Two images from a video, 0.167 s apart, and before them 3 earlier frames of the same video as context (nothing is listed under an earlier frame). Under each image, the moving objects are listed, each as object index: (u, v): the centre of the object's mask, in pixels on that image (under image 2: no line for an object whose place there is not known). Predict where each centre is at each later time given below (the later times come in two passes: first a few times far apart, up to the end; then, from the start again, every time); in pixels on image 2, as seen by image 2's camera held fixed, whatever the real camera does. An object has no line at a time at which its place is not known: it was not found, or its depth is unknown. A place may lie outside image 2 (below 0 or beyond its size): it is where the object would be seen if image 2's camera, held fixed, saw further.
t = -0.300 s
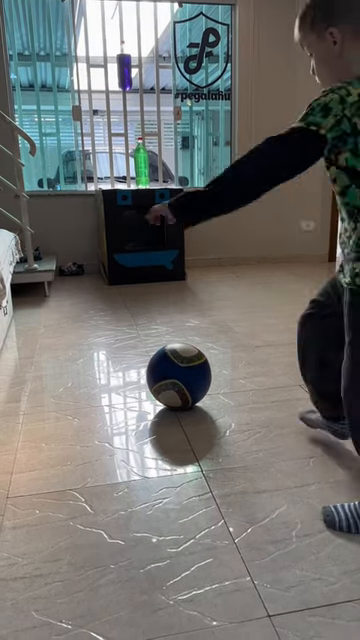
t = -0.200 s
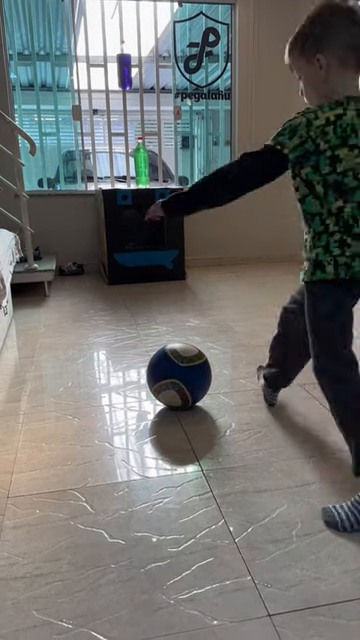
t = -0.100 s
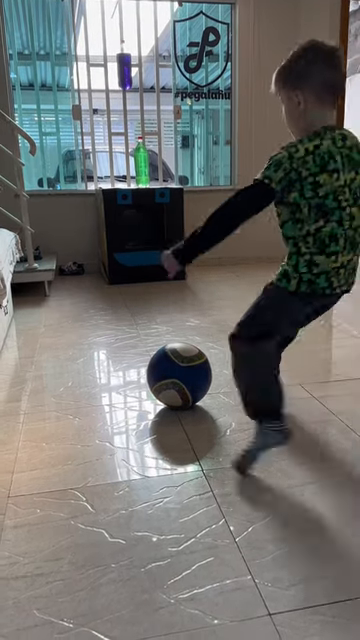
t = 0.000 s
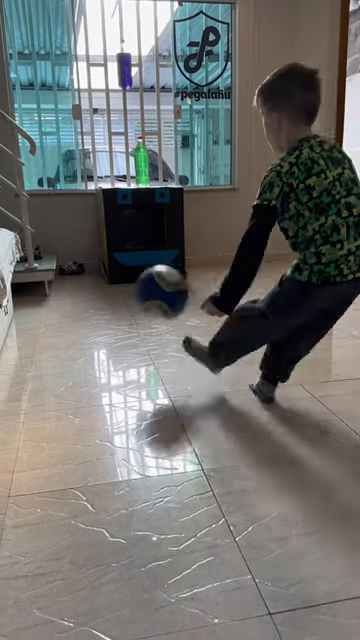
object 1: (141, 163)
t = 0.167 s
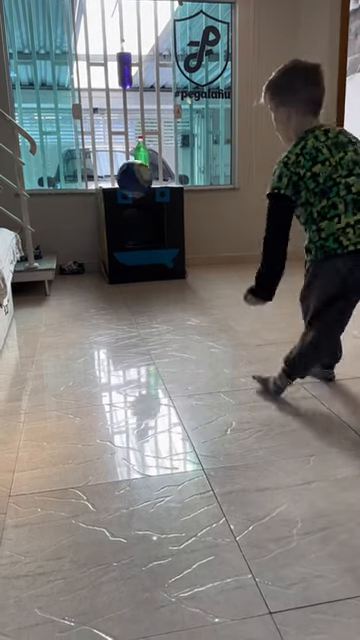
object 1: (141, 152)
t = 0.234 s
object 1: (144, 162)
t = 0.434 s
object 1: (158, 173)
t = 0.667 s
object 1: (161, 179)
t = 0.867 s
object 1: (156, 179)
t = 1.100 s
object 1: (150, 179)
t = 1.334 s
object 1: (142, 179)
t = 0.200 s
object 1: (141, 149)
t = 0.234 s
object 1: (144, 162)
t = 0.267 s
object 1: (143, 163)
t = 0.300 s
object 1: (147, 163)
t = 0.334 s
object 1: (149, 164)
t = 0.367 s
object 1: (151, 166)
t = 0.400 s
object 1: (155, 169)
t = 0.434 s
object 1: (158, 173)
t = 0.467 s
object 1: (160, 179)
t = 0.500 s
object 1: (162, 179)
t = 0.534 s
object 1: (161, 177)
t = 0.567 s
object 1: (161, 177)
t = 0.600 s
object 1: (160, 177)
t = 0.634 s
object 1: (161, 178)
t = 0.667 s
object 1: (161, 179)
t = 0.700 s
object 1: (161, 179)
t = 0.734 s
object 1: (161, 178)
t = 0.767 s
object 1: (159, 178)
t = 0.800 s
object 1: (159, 179)
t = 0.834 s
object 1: (158, 179)
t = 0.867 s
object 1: (156, 179)
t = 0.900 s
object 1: (155, 179)
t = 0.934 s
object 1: (154, 179)
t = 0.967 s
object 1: (153, 179)
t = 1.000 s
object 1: (152, 179)
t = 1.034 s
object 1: (152, 179)
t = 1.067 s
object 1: (150, 179)
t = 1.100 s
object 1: (150, 179)
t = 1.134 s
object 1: (149, 180)
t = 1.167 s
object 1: (148, 180)
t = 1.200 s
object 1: (146, 179)
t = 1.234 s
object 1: (145, 179)
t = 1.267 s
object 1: (143, 179)
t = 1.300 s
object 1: (142, 180)
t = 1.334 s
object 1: (142, 179)
